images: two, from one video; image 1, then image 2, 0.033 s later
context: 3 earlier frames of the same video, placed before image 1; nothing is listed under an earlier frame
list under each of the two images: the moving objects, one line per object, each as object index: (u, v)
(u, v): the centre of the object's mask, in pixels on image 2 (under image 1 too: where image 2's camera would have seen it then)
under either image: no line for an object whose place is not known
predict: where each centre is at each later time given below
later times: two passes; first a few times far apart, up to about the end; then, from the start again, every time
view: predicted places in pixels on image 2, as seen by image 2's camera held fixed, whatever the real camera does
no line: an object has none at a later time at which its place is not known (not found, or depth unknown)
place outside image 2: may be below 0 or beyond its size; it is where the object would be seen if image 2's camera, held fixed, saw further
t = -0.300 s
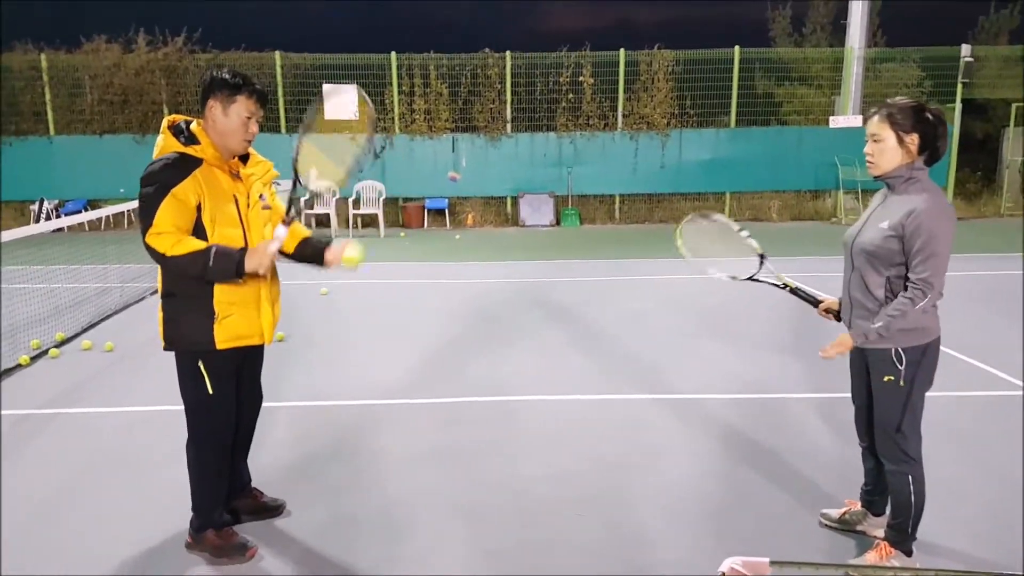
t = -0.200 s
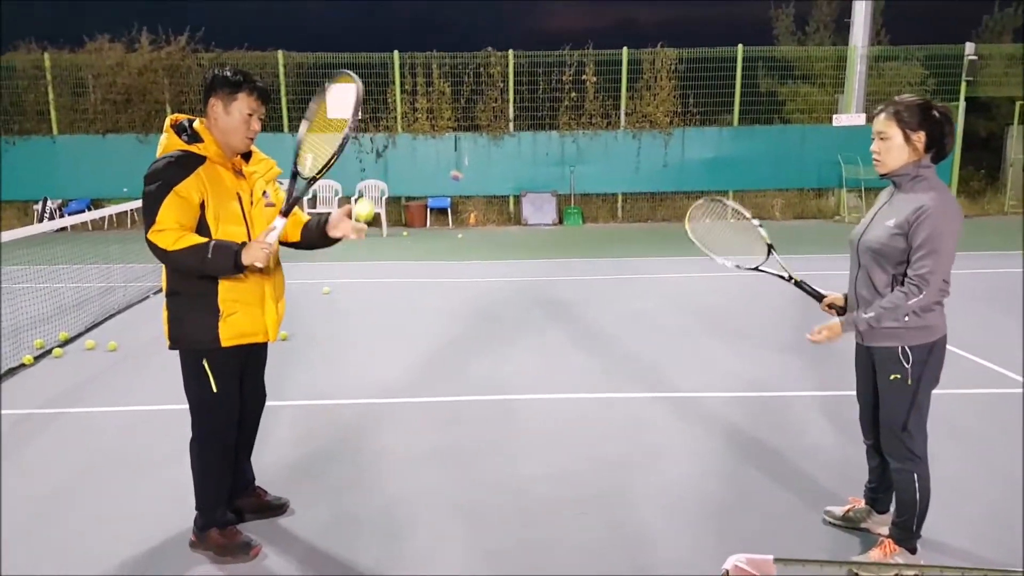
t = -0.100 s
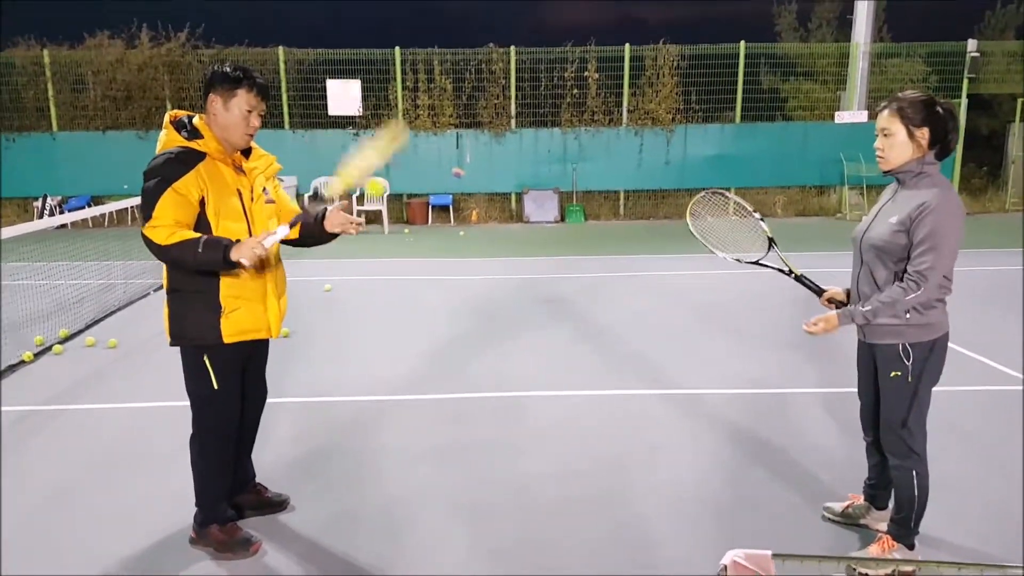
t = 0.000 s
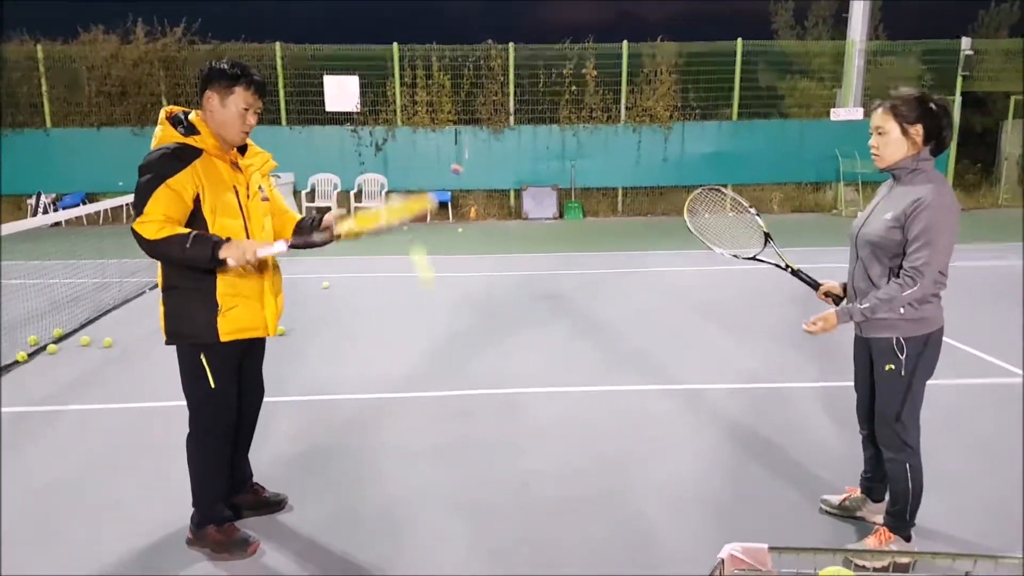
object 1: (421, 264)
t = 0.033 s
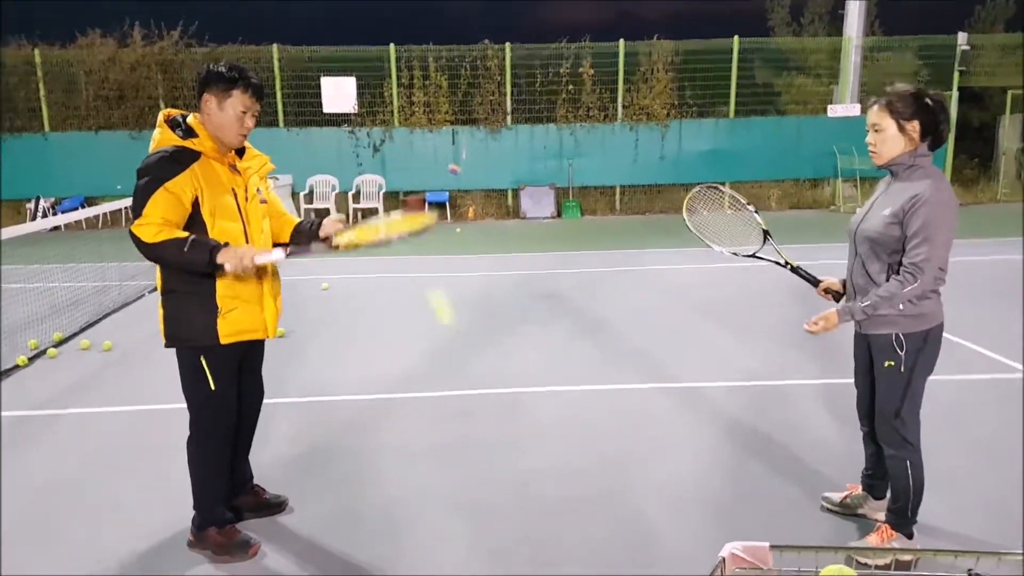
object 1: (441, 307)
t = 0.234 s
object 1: (540, 488)
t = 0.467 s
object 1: (578, 315)
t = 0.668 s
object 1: (614, 271)
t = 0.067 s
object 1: (462, 351)
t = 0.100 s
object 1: (483, 399)
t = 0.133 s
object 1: (501, 443)
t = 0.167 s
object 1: (518, 491)
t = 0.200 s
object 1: (533, 522)
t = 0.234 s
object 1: (540, 488)
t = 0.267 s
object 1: (547, 455)
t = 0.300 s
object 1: (552, 425)
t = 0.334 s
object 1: (557, 399)
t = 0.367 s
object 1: (562, 373)
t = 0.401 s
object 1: (567, 352)
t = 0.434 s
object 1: (573, 331)
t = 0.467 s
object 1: (578, 315)
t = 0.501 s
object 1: (584, 301)
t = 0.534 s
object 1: (590, 289)
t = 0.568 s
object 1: (596, 280)
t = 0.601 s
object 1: (602, 275)
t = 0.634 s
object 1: (608, 272)
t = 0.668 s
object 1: (614, 271)
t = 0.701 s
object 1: (621, 274)
